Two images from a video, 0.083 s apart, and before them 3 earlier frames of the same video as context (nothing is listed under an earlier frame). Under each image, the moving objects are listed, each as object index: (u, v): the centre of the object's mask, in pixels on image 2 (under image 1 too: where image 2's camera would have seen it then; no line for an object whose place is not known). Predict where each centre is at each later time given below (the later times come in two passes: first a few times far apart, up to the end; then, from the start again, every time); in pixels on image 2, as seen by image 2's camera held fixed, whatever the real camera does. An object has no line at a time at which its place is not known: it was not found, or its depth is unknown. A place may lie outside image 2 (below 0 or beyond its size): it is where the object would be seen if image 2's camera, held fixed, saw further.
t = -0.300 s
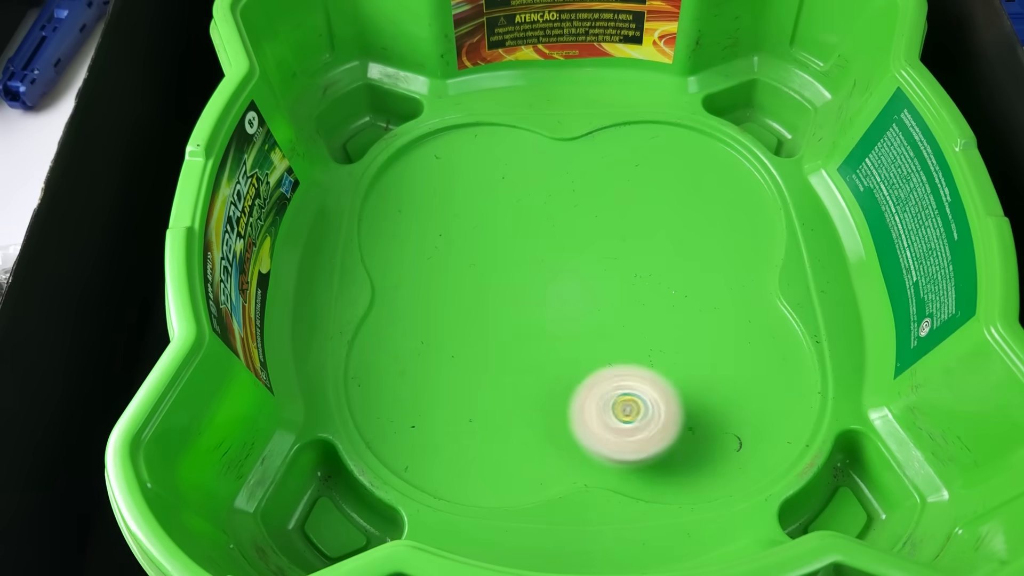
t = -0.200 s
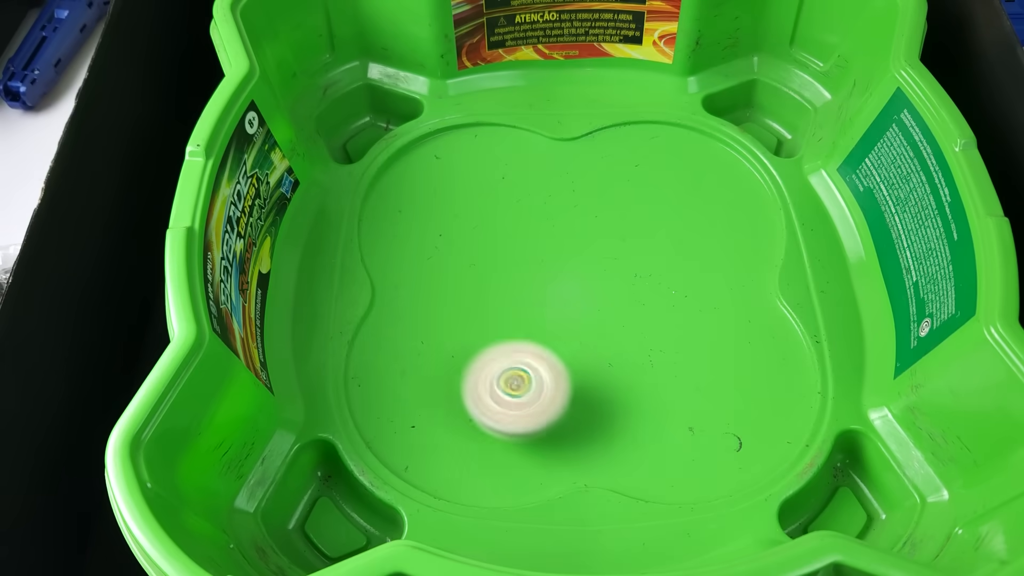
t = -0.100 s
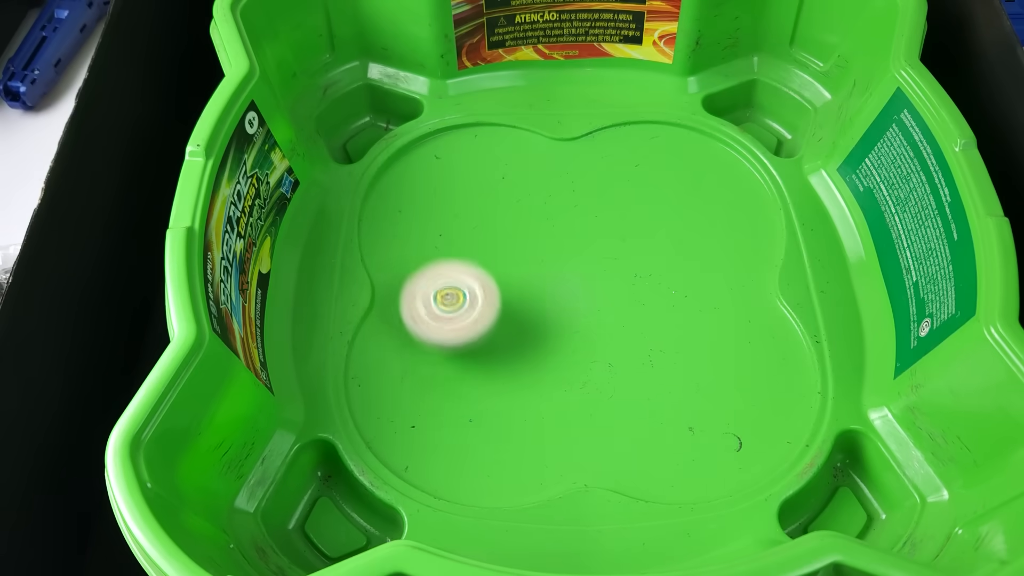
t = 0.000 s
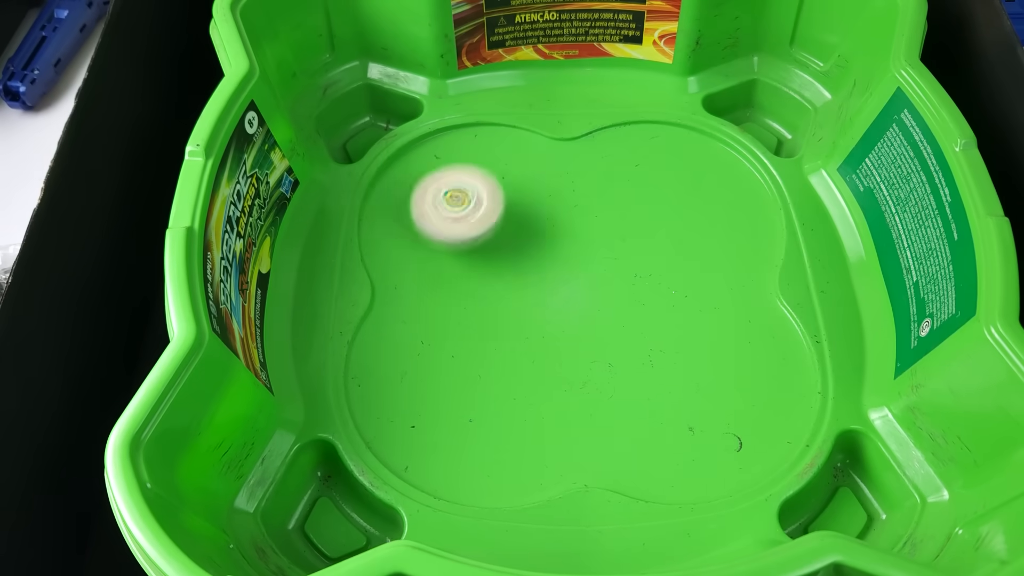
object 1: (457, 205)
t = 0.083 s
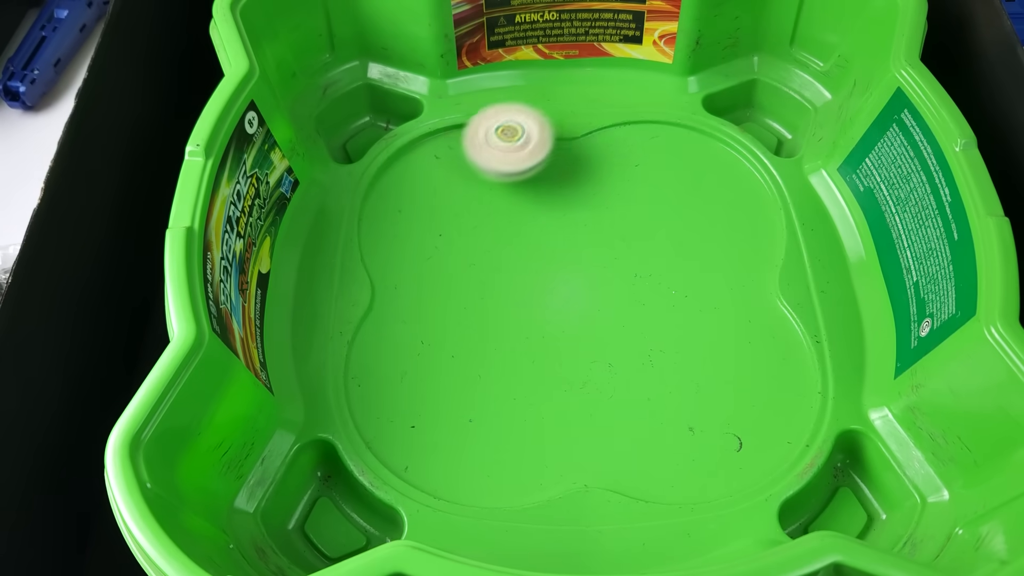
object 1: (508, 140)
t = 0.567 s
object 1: (635, 379)
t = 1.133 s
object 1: (647, 193)
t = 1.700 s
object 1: (390, 210)
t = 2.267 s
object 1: (716, 390)
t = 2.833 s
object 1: (514, 158)
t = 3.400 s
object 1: (586, 436)
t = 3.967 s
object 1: (686, 171)
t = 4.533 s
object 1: (504, 412)
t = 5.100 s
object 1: (595, 128)
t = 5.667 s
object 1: (653, 412)
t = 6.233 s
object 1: (441, 177)
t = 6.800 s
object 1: (744, 311)
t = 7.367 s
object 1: (430, 346)
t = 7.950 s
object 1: (659, 170)
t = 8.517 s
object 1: (620, 406)
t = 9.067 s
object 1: (468, 192)
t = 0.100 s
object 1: (522, 130)
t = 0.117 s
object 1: (536, 122)
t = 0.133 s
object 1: (551, 114)
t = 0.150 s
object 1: (567, 120)
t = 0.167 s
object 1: (584, 128)
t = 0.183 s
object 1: (601, 142)
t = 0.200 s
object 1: (618, 157)
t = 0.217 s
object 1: (636, 161)
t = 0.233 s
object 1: (654, 169)
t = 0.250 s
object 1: (673, 176)
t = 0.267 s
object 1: (689, 181)
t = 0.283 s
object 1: (706, 188)
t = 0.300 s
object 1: (723, 195)
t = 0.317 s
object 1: (740, 205)
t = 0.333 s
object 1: (754, 214)
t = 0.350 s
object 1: (767, 225)
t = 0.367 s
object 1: (778, 237)
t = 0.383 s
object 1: (777, 248)
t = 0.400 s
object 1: (764, 259)
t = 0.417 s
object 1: (751, 274)
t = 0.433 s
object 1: (738, 289)
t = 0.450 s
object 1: (729, 302)
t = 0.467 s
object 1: (719, 317)
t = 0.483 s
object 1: (709, 330)
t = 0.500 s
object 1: (698, 343)
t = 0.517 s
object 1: (684, 355)
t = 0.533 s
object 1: (669, 365)
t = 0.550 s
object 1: (653, 373)
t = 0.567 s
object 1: (635, 379)
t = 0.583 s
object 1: (616, 383)
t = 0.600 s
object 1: (596, 384)
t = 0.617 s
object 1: (576, 383)
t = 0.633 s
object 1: (556, 380)
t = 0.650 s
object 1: (536, 375)
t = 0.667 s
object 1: (516, 367)
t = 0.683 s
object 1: (498, 357)
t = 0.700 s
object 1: (482, 346)
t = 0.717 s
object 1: (468, 333)
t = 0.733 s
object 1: (455, 319)
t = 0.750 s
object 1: (445, 303)
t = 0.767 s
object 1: (437, 287)
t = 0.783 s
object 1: (432, 271)
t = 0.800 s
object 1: (428, 254)
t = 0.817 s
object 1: (427, 237)
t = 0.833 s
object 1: (427, 221)
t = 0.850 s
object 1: (430, 204)
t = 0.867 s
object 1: (433, 189)
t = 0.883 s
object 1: (439, 175)
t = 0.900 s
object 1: (447, 161)
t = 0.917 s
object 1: (456, 147)
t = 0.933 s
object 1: (467, 135)
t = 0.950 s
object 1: (479, 124)
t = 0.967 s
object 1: (492, 112)
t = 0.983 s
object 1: (505, 104)
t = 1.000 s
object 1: (521, 109)
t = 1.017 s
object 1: (536, 120)
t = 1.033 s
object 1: (552, 135)
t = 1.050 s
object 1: (569, 148)
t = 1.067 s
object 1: (584, 158)
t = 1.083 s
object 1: (600, 169)
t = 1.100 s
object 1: (616, 177)
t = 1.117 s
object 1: (631, 185)
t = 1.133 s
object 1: (647, 193)
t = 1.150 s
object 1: (661, 200)
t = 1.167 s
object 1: (674, 210)
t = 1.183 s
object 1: (685, 220)
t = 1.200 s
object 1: (694, 232)
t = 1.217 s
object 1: (702, 244)
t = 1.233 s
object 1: (708, 258)
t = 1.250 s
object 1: (711, 272)
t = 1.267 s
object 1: (712, 286)
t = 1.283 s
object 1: (710, 301)
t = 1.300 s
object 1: (706, 315)
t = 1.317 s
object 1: (699, 330)
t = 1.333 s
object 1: (689, 343)
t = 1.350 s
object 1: (677, 356)
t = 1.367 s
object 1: (663, 366)
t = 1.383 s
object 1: (646, 376)
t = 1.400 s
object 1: (628, 384)
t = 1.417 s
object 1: (608, 390)
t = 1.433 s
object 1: (588, 393)
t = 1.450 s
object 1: (567, 394)
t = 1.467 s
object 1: (545, 393)
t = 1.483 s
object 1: (525, 389)
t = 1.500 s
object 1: (505, 383)
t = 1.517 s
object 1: (485, 374)
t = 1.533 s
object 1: (468, 364)
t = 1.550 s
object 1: (450, 352)
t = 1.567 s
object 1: (435, 339)
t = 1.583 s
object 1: (423, 325)
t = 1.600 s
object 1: (411, 310)
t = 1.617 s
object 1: (403, 294)
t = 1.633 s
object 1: (396, 278)
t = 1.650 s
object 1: (391, 260)
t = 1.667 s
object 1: (389, 244)
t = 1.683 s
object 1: (389, 227)
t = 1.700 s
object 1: (390, 210)
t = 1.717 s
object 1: (393, 195)
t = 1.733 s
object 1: (398, 180)
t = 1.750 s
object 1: (405, 166)
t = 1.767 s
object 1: (413, 153)
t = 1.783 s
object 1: (422, 140)
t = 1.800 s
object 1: (433, 128)
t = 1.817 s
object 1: (446, 118)
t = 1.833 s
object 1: (460, 109)
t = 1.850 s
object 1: (475, 102)
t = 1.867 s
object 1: (496, 105)
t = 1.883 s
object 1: (516, 109)
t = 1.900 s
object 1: (537, 113)
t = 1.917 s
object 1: (556, 118)
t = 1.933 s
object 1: (575, 125)
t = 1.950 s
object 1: (595, 131)
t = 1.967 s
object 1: (614, 136)
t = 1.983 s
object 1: (632, 142)
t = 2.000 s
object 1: (649, 149)
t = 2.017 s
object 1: (665, 158)
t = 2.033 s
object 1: (680, 166)
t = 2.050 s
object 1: (694, 177)
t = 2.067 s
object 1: (707, 189)
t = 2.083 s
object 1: (718, 202)
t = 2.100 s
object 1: (729, 217)
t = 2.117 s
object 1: (736, 231)
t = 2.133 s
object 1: (743, 247)
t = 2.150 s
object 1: (747, 264)
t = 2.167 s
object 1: (749, 282)
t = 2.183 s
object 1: (749, 300)
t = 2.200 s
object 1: (748, 319)
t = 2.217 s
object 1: (743, 338)
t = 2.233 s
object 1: (736, 355)
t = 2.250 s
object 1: (728, 374)
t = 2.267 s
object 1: (716, 390)
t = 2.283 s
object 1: (702, 406)
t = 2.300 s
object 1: (686, 420)
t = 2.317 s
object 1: (667, 433)
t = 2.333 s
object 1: (648, 444)
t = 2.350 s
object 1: (626, 453)
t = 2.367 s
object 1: (602, 459)
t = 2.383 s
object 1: (578, 462)
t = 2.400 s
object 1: (553, 465)
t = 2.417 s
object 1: (526, 466)
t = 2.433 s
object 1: (501, 466)
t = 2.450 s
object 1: (475, 462)
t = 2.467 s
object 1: (450, 457)
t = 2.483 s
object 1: (427, 450)
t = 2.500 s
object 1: (405, 441)
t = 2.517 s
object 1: (384, 429)
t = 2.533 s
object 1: (367, 414)
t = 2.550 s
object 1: (353, 397)
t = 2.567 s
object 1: (350, 376)
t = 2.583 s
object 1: (354, 353)
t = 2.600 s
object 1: (357, 330)
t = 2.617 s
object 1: (361, 311)
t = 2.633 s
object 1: (366, 292)
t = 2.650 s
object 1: (378, 275)
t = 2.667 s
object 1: (391, 261)
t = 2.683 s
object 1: (403, 245)
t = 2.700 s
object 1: (413, 230)
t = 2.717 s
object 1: (424, 218)
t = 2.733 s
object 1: (434, 206)
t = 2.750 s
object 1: (445, 194)
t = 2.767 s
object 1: (457, 185)
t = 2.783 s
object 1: (470, 176)
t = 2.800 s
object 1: (484, 169)
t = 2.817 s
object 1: (498, 163)
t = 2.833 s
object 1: (514, 158)
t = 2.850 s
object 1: (531, 154)
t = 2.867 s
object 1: (548, 151)
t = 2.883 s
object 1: (565, 150)
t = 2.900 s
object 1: (583, 151)
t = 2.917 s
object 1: (600, 153)
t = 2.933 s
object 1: (618, 156)
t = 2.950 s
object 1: (635, 161)
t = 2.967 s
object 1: (652, 167)
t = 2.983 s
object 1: (669, 174)
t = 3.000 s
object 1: (685, 183)
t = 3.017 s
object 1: (699, 192)
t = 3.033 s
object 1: (714, 204)
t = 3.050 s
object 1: (727, 216)
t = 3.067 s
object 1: (738, 230)
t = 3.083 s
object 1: (749, 243)
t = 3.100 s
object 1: (757, 259)
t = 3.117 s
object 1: (764, 275)
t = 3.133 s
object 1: (769, 292)
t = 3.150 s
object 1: (773, 310)
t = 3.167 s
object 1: (774, 328)
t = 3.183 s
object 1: (774, 345)
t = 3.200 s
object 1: (772, 364)
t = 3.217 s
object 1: (767, 381)
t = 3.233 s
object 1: (760, 398)
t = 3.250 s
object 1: (751, 414)
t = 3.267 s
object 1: (740, 430)
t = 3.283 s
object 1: (727, 444)
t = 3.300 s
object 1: (712, 456)
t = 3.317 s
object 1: (694, 467)
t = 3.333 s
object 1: (675, 475)
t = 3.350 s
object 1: (655, 476)
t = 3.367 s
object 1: (631, 461)
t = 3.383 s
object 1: (608, 449)
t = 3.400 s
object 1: (586, 436)
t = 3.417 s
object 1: (565, 425)
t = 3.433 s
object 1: (545, 415)
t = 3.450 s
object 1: (526, 406)
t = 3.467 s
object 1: (509, 396)
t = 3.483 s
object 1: (494, 386)
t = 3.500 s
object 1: (481, 375)
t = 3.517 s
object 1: (469, 364)
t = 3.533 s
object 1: (459, 352)
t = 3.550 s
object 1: (450, 339)
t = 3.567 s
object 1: (443, 325)
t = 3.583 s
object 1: (438, 311)
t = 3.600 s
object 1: (435, 297)
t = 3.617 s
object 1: (434, 283)
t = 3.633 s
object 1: (435, 269)
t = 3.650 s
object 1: (438, 254)
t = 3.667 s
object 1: (443, 241)
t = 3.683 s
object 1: (449, 229)
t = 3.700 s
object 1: (457, 216)
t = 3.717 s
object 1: (466, 205)
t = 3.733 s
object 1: (477, 194)
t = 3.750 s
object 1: (489, 185)
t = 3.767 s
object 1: (501, 176)
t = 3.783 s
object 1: (515, 168)
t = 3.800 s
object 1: (530, 163)
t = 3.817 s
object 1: (545, 158)
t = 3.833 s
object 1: (560, 155)
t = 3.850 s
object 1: (577, 153)
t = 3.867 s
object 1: (592, 152)
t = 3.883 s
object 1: (609, 152)
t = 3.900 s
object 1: (625, 153)
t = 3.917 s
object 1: (641, 156)
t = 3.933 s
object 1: (656, 160)
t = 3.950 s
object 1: (671, 165)
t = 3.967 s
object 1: (686, 171)
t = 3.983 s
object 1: (700, 178)
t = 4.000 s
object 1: (712, 186)
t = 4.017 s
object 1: (724, 195)
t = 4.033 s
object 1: (736, 205)
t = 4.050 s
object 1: (746, 216)
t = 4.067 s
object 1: (754, 228)
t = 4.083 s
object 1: (762, 239)
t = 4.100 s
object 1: (767, 252)
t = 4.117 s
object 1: (770, 265)
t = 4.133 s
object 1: (773, 280)
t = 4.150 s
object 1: (776, 295)
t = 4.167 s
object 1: (777, 309)
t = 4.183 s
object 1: (776, 324)
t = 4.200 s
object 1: (774, 338)
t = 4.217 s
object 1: (769, 351)
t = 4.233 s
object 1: (763, 363)
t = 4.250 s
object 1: (756, 375)
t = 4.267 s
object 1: (747, 386)
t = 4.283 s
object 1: (736, 396)
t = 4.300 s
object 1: (723, 405)
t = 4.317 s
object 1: (710, 413)
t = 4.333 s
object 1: (696, 420)
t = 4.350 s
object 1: (681, 426)
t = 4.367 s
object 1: (665, 431)
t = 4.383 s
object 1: (649, 435)
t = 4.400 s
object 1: (632, 437)
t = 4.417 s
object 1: (615, 439)
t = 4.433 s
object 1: (598, 438)
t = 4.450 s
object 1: (581, 436)
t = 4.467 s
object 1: (564, 434)
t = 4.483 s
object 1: (549, 430)
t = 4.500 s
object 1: (533, 425)
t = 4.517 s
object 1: (518, 419)
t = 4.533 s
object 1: (504, 412)
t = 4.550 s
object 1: (491, 403)
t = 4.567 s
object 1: (478, 394)
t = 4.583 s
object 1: (466, 384)
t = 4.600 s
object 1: (456, 374)
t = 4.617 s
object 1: (446, 362)
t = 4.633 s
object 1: (438, 350)
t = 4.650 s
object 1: (430, 338)
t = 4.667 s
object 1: (424, 325)
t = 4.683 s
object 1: (419, 313)
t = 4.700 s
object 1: (416, 300)
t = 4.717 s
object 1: (414, 288)
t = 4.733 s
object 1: (413, 275)
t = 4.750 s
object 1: (413, 263)
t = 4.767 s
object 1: (415, 252)
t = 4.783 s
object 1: (417, 239)
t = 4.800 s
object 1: (421, 228)
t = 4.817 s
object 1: (425, 218)
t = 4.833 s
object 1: (431, 207)
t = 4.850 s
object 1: (437, 197)
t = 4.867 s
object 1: (444, 188)
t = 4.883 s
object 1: (452, 179)
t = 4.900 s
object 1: (460, 171)
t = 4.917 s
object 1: (469, 164)
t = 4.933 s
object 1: (478, 157)
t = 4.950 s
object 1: (488, 151)
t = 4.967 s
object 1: (498, 145)
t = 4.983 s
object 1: (509, 140)
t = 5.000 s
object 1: (520, 136)
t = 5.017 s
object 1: (532, 132)
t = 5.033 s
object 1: (544, 130)
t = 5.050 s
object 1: (556, 129)
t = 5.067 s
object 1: (569, 128)
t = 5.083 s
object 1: (582, 128)
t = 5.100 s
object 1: (595, 128)
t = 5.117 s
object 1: (608, 129)
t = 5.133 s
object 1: (620, 130)
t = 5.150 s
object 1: (632, 133)
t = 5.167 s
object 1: (644, 136)
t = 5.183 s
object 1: (656, 140)
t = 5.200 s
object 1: (668, 145)
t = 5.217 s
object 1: (679, 151)
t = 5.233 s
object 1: (689, 157)
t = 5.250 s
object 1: (700, 164)
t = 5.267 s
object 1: (709, 171)
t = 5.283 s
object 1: (718, 179)
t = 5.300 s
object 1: (726, 188)
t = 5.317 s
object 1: (733, 197)
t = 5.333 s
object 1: (740, 207)
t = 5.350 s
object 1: (746, 218)
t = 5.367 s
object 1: (751, 229)
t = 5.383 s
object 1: (754, 241)
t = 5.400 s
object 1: (757, 253)
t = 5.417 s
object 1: (758, 264)
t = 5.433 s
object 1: (759, 276)
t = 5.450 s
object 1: (758, 288)
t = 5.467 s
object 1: (757, 300)
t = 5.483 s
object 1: (754, 311)
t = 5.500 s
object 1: (751, 323)
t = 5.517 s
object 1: (745, 334)
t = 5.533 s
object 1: (740, 345)
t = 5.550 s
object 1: (733, 355)
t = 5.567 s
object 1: (724, 365)
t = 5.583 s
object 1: (715, 375)
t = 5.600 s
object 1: (704, 384)
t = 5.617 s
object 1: (693, 392)
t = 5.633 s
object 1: (680, 400)
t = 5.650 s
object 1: (667, 407)
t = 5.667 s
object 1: (653, 412)
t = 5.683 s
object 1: (638, 417)
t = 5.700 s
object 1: (623, 421)
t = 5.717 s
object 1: (607, 423)
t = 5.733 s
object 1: (591, 425)
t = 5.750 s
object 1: (574, 425)
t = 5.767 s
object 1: (559, 424)
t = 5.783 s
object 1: (543, 422)
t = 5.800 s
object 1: (527, 419)
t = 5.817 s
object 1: (512, 415)
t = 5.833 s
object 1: (498, 409)
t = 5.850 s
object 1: (483, 403)
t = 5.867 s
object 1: (470, 396)
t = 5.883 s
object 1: (458, 388)
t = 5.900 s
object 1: (446, 379)
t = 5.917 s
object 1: (436, 369)
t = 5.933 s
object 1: (427, 360)
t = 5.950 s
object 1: (418, 349)
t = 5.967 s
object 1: (411, 339)
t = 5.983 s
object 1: (405, 328)
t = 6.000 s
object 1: (400, 317)
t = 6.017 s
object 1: (397, 306)
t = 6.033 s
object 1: (394, 295)
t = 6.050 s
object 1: (393, 284)
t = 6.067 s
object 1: (392, 272)
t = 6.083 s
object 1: (393, 261)
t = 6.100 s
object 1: (395, 250)
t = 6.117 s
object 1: (398, 239)
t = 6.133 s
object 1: (402, 228)
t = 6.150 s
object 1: (406, 219)
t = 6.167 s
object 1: (412, 209)
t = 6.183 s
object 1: (418, 200)
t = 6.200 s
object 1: (425, 192)
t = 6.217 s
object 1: (433, 184)
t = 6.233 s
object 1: (441, 177)
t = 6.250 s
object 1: (450, 170)
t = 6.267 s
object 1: (460, 164)
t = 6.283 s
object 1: (471, 158)
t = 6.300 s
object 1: (482, 154)
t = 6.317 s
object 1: (493, 149)
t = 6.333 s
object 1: (505, 146)
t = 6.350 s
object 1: (516, 144)
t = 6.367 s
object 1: (528, 142)
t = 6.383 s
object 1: (541, 141)
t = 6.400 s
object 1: (553, 140)
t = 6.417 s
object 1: (565, 140)
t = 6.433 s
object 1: (578, 142)
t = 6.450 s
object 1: (590, 143)
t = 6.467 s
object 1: (603, 146)
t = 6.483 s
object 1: (615, 149)
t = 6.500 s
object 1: (627, 153)
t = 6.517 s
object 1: (639, 158)
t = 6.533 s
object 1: (650, 163)
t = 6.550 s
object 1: (661, 169)
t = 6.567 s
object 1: (671, 175)
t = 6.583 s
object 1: (681, 182)
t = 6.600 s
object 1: (691, 190)
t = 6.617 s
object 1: (699, 198)
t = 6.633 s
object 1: (708, 207)
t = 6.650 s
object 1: (715, 216)
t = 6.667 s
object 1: (722, 226)
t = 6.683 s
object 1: (729, 237)
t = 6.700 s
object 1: (733, 247)
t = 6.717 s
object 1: (737, 257)
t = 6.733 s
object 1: (741, 268)
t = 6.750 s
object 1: (743, 279)
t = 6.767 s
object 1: (744, 290)
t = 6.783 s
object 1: (745, 300)
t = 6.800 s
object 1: (744, 311)
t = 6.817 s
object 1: (743, 322)
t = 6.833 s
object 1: (741, 332)
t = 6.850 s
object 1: (738, 343)
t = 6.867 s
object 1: (734, 353)
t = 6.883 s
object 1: (729, 363)
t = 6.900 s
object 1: (723, 373)
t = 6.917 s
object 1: (716, 382)
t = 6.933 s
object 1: (708, 391)
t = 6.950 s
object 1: (700, 399)
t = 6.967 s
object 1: (690, 406)
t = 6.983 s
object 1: (680, 413)
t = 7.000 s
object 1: (670, 419)
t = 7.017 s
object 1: (658, 424)
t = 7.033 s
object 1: (646, 429)
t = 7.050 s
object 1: (633, 433)
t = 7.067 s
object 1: (621, 436)
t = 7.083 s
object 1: (608, 438)
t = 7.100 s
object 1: (594, 439)
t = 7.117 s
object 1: (581, 439)
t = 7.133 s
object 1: (568, 438)
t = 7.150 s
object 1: (554, 436)
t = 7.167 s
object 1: (542, 434)
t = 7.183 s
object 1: (529, 430)
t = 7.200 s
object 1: (516, 426)
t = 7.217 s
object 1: (505, 421)
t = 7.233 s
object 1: (494, 415)
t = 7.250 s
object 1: (483, 408)
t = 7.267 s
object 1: (473, 401)
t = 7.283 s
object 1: (464, 393)
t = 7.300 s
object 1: (455, 384)
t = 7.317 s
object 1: (448, 375)
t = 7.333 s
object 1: (441, 366)
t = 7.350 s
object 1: (435, 356)
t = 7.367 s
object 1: (430, 346)
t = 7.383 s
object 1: (426, 337)
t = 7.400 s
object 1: (423, 326)
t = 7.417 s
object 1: (421, 317)
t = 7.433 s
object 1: (420, 307)
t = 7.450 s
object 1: (420, 296)
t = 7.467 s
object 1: (420, 286)
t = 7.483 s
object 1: (421, 276)
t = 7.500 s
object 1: (424, 267)
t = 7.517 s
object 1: (427, 257)
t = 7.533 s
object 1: (430, 248)
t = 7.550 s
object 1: (435, 239)
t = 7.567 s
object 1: (440, 230)
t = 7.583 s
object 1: (446, 222)
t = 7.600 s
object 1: (452, 214)
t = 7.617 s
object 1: (459, 207)
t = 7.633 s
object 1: (466, 199)
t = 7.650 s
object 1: (474, 193)
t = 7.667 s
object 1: (483, 187)
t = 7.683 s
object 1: (492, 181)
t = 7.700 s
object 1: (501, 176)
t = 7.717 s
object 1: (511, 171)
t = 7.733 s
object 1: (522, 167)
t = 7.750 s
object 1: (532, 164)
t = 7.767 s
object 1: (543, 161)
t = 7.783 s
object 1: (554, 159)
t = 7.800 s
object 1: (565, 158)
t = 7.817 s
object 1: (575, 157)
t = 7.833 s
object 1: (587, 157)
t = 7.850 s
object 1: (597, 157)
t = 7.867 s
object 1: (608, 158)
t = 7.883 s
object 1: (619, 159)
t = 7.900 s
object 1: (629, 161)
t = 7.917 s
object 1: (639, 163)
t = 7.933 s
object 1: (649, 166)
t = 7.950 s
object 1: (659, 170)
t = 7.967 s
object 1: (669, 174)
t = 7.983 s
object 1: (679, 179)
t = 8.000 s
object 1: (687, 184)
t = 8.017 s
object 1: (696, 189)
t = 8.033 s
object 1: (704, 195)
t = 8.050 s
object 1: (712, 202)
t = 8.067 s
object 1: (719, 209)
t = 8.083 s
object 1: (726, 216)
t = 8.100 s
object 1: (732, 225)
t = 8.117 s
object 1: (737, 232)
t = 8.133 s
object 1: (741, 241)
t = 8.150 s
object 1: (744, 250)
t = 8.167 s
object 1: (747, 259)
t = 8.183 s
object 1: (749, 269)
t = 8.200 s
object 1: (750, 278)
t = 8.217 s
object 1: (751, 287)
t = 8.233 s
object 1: (750, 297)
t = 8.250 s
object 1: (749, 306)
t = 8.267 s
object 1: (747, 315)
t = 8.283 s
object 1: (744, 325)
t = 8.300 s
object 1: (740, 334)
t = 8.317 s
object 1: (735, 342)
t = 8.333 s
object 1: (729, 351)
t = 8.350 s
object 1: (722, 359)
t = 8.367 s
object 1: (715, 366)
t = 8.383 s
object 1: (707, 373)
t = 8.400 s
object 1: (697, 380)
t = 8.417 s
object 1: (688, 385)
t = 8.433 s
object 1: (677, 390)
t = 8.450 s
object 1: (666, 395)
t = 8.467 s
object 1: (655, 399)
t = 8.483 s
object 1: (644, 401)
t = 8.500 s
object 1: (632, 404)
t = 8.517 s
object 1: (620, 406)
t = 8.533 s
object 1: (607, 406)
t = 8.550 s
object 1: (595, 406)
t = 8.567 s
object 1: (583, 405)
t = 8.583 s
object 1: (571, 404)
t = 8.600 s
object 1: (558, 401)
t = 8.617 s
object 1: (547, 398)
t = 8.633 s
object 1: (535, 395)
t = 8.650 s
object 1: (524, 390)
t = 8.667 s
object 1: (514, 385)
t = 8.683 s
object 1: (503, 379)
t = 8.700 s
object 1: (494, 372)
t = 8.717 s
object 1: (485, 366)
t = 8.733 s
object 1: (477, 358)
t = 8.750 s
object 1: (469, 350)
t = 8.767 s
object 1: (462, 342)
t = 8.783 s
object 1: (456, 334)
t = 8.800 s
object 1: (451, 325)
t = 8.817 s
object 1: (446, 317)
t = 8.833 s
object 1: (443, 308)
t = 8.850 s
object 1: (439, 299)
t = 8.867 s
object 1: (437, 290)
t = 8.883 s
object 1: (436, 281)
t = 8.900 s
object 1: (435, 271)
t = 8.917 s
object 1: (435, 263)
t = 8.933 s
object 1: (436, 253)
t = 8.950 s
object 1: (438, 245)
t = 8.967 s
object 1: (441, 237)
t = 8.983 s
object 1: (444, 228)
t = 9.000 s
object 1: (447, 221)
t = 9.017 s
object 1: (451, 213)
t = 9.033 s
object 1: (457, 205)
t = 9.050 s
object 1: (462, 198)
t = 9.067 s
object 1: (468, 192)
